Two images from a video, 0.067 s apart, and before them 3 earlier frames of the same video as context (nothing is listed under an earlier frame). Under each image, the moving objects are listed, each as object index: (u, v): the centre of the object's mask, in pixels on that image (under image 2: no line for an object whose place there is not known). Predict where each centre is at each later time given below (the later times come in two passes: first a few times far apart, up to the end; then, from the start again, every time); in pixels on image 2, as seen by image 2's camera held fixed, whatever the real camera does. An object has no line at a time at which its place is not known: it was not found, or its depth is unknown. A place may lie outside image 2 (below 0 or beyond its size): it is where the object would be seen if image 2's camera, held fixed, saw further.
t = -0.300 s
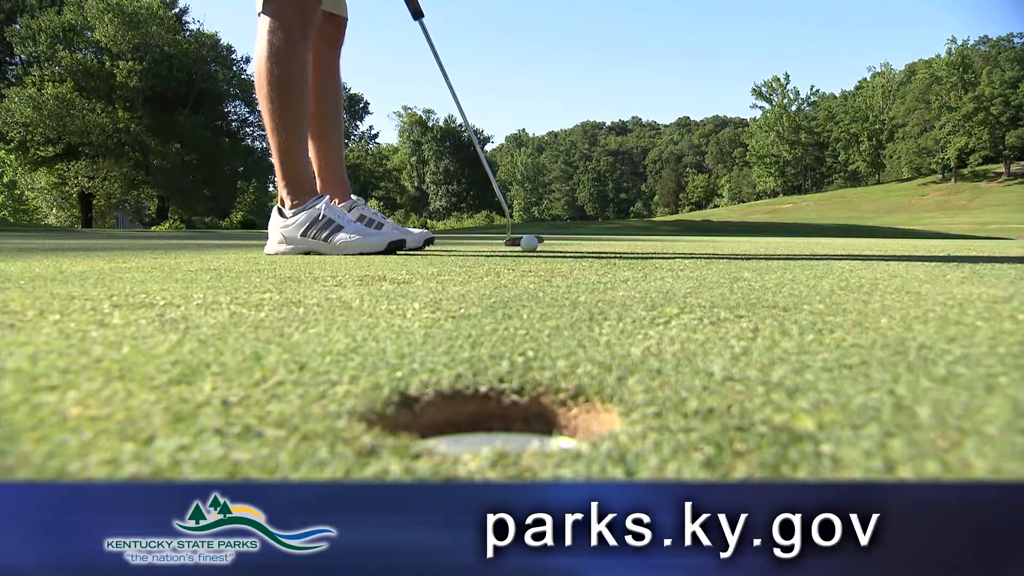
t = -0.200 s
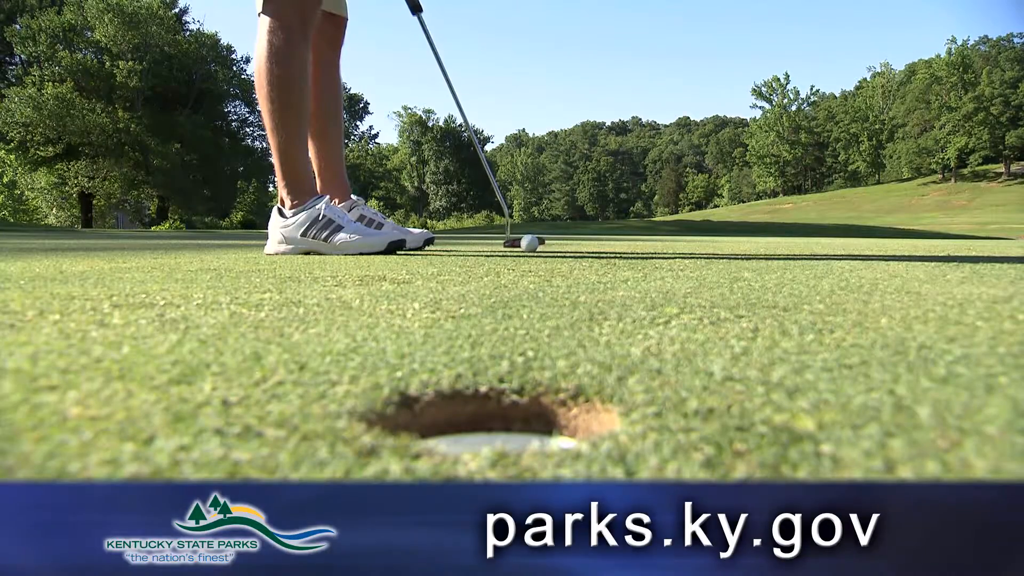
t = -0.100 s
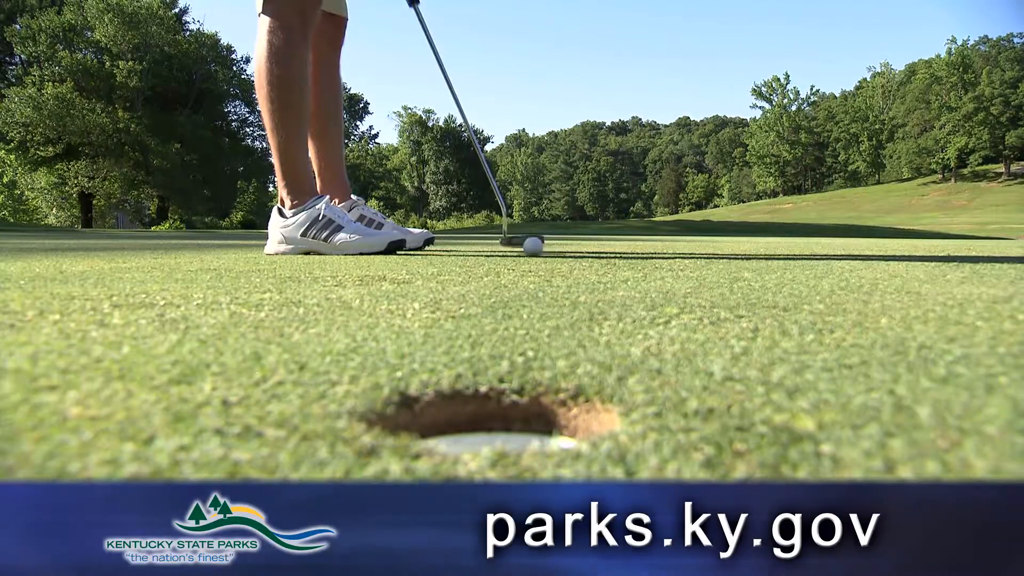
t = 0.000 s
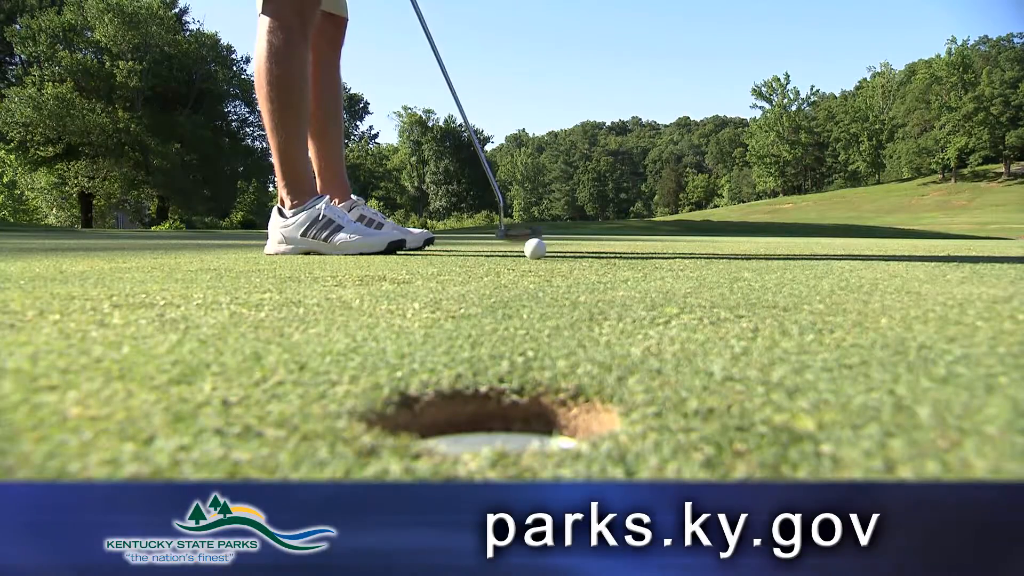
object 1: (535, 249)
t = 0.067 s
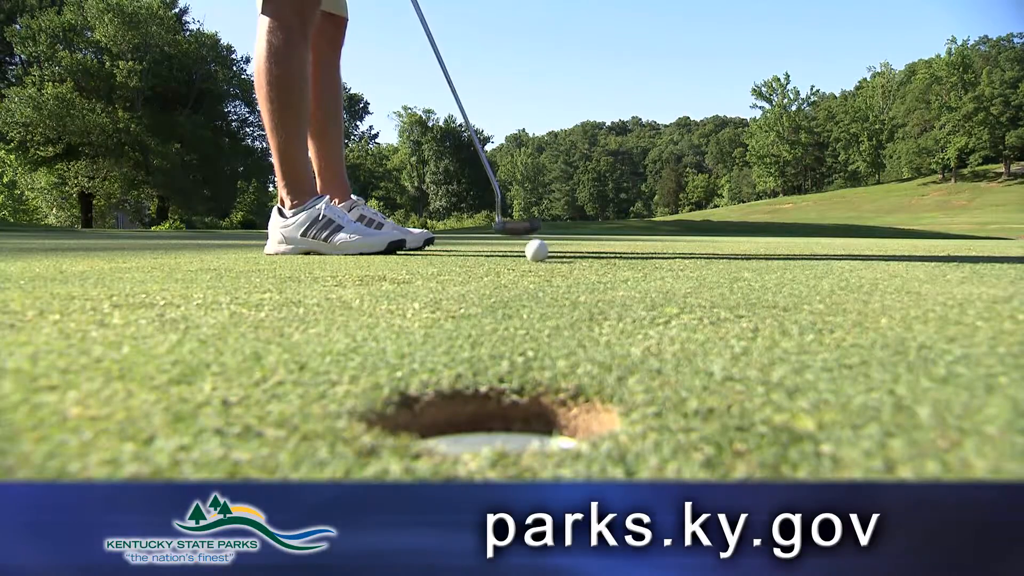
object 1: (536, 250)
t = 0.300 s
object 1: (545, 258)
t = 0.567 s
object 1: (556, 268)
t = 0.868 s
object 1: (568, 286)
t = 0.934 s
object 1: (571, 291)
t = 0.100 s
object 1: (537, 251)
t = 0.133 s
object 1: (539, 252)
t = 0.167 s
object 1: (540, 253)
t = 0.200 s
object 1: (541, 254)
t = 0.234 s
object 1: (542, 255)
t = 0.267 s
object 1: (544, 257)
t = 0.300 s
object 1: (545, 258)
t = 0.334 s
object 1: (546, 259)
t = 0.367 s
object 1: (548, 260)
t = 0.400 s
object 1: (549, 261)
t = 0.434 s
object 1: (551, 263)
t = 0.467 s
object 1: (552, 264)
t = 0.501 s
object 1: (554, 265)
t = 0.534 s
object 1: (555, 267)
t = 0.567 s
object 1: (556, 268)
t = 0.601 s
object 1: (558, 270)
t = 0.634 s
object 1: (559, 271)
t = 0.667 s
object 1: (560, 274)
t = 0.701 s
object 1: (562, 276)
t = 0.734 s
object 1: (562, 277)
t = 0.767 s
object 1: (564, 280)
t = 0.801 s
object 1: (565, 282)
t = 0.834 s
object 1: (566, 284)
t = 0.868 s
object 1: (568, 286)
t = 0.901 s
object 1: (569, 289)
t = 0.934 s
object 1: (571, 291)
